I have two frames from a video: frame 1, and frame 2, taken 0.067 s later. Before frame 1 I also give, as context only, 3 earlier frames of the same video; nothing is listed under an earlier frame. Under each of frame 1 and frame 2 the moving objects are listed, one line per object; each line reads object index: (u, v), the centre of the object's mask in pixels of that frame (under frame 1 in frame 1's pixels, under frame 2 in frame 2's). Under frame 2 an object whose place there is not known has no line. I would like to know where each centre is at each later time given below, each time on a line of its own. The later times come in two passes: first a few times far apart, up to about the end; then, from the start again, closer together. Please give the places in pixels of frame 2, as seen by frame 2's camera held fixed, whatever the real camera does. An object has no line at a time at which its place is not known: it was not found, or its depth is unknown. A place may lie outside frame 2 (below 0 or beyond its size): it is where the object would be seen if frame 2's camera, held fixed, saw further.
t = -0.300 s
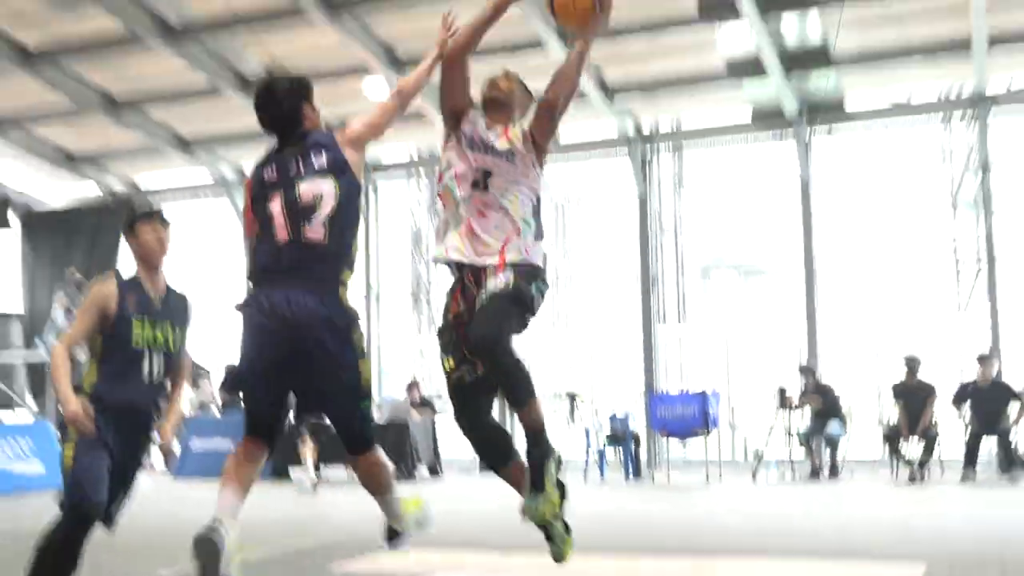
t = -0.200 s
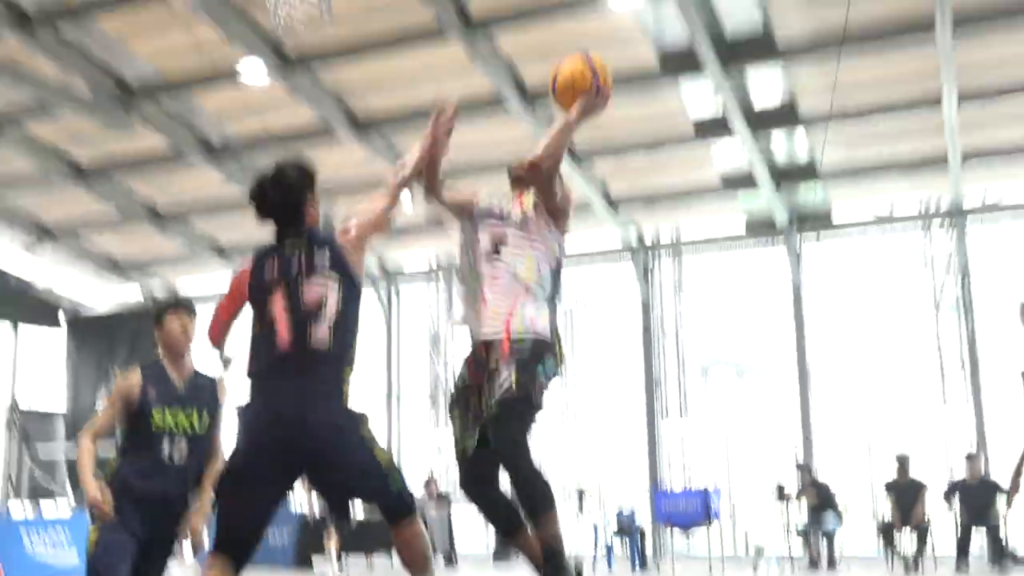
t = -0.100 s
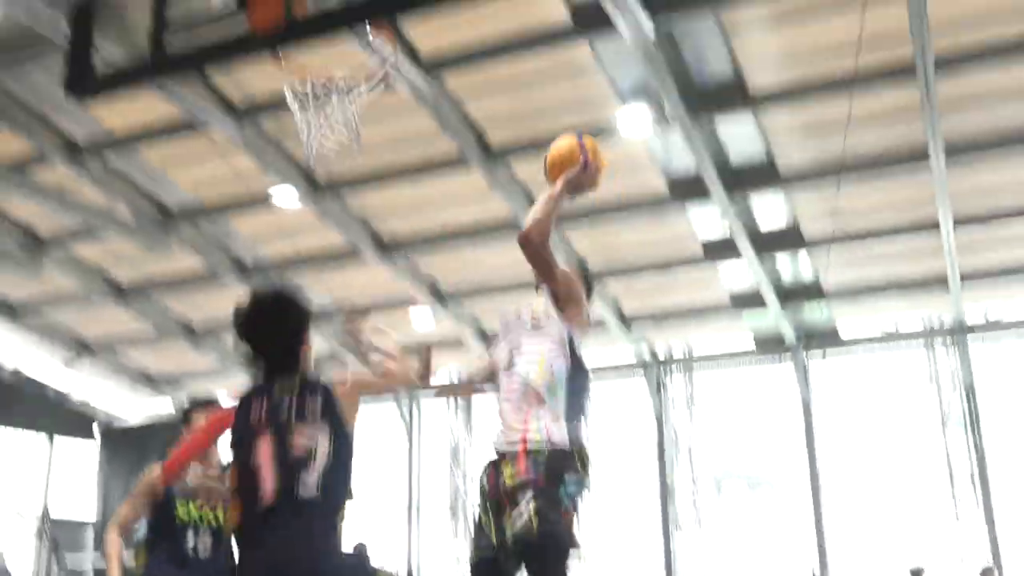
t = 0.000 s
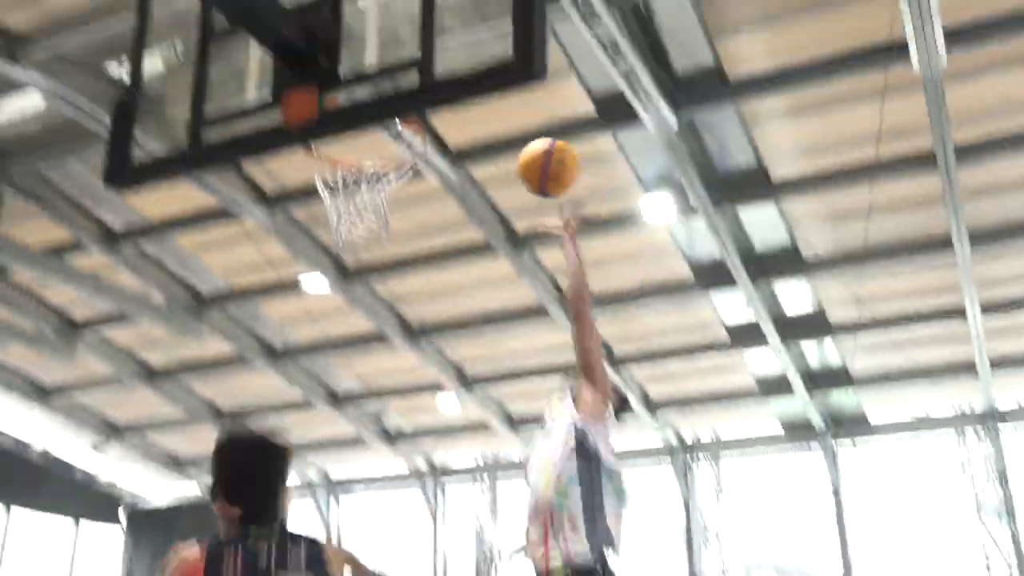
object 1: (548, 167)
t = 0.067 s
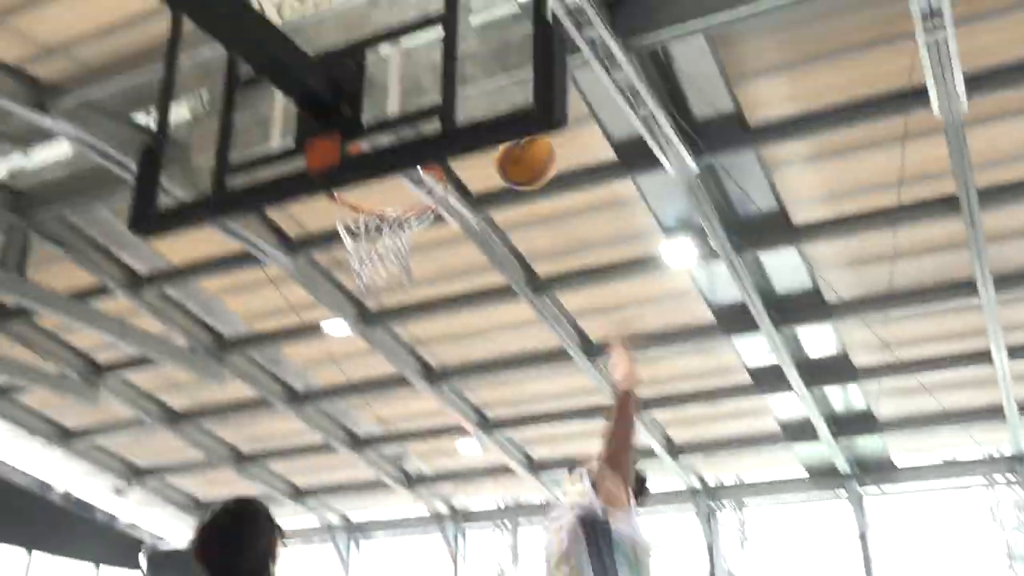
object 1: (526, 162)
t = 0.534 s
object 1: (410, 193)
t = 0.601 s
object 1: (404, 184)
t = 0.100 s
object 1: (506, 152)
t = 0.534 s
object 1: (410, 193)
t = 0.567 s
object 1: (407, 187)
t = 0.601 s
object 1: (404, 184)
